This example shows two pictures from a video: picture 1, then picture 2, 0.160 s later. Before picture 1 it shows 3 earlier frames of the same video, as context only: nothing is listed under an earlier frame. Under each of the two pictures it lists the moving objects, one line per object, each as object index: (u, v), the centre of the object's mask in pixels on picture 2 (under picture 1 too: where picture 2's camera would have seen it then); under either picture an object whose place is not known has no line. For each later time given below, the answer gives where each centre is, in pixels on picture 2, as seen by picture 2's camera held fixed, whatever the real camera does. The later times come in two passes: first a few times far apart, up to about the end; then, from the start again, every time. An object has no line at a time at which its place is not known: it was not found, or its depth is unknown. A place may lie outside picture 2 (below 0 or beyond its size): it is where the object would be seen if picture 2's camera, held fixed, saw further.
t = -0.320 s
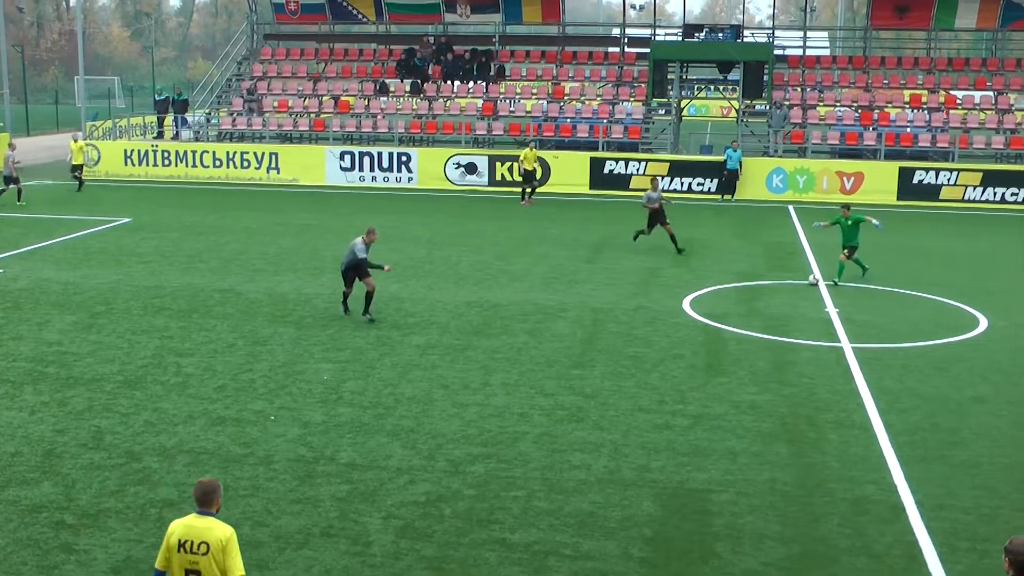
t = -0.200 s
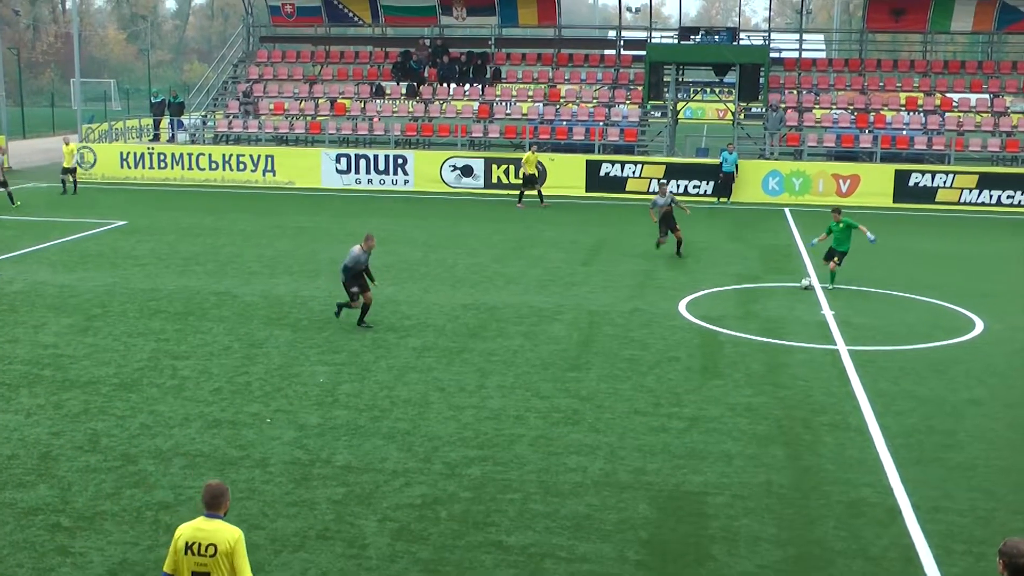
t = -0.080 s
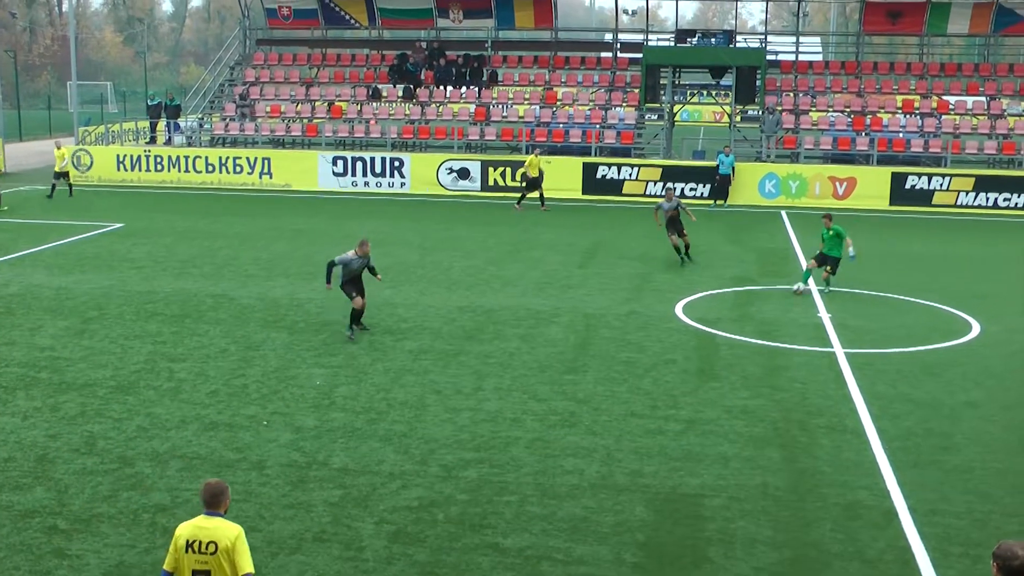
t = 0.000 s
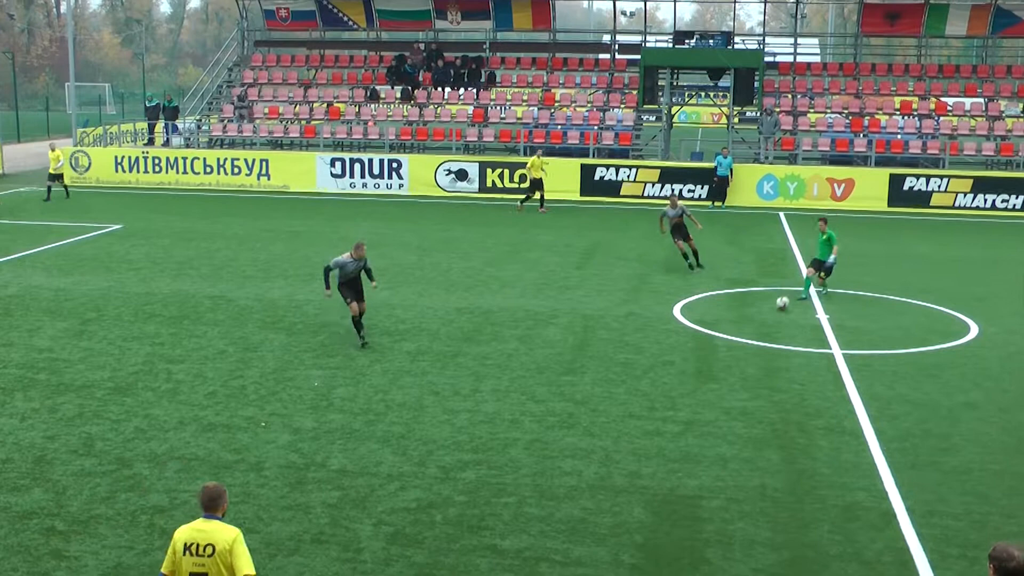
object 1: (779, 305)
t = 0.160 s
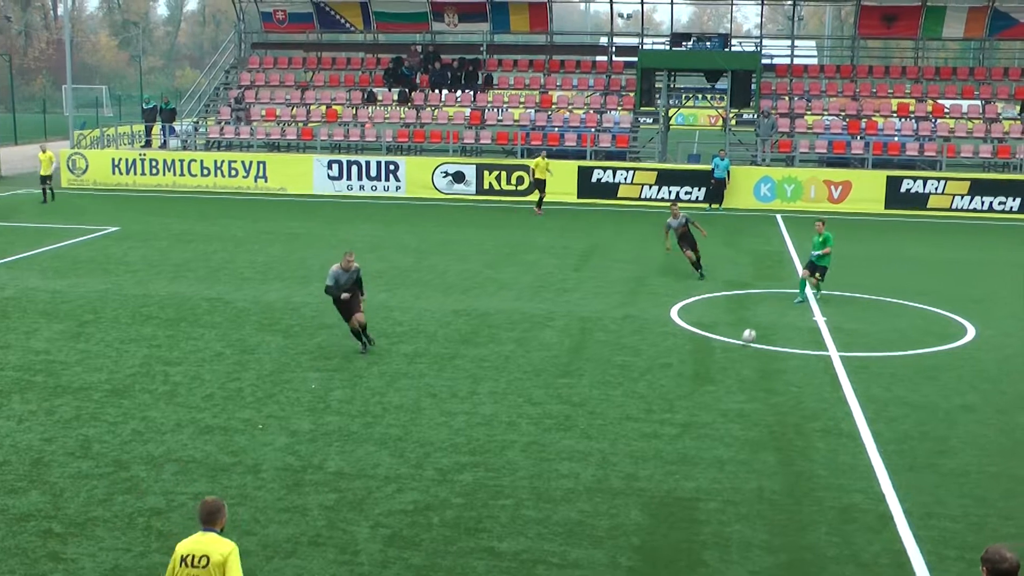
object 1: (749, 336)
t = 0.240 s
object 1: (732, 355)
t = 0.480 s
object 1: (681, 418)
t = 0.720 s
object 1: (625, 487)
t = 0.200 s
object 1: (739, 346)
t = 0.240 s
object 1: (732, 355)
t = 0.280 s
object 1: (724, 364)
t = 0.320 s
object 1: (716, 374)
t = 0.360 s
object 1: (708, 385)
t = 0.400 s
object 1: (699, 396)
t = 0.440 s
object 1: (690, 406)
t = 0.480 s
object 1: (681, 418)
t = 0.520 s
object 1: (672, 429)
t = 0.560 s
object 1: (663, 439)
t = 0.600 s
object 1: (655, 451)
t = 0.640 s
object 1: (644, 464)
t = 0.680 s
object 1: (634, 474)
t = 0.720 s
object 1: (625, 487)
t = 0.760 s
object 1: (614, 501)
